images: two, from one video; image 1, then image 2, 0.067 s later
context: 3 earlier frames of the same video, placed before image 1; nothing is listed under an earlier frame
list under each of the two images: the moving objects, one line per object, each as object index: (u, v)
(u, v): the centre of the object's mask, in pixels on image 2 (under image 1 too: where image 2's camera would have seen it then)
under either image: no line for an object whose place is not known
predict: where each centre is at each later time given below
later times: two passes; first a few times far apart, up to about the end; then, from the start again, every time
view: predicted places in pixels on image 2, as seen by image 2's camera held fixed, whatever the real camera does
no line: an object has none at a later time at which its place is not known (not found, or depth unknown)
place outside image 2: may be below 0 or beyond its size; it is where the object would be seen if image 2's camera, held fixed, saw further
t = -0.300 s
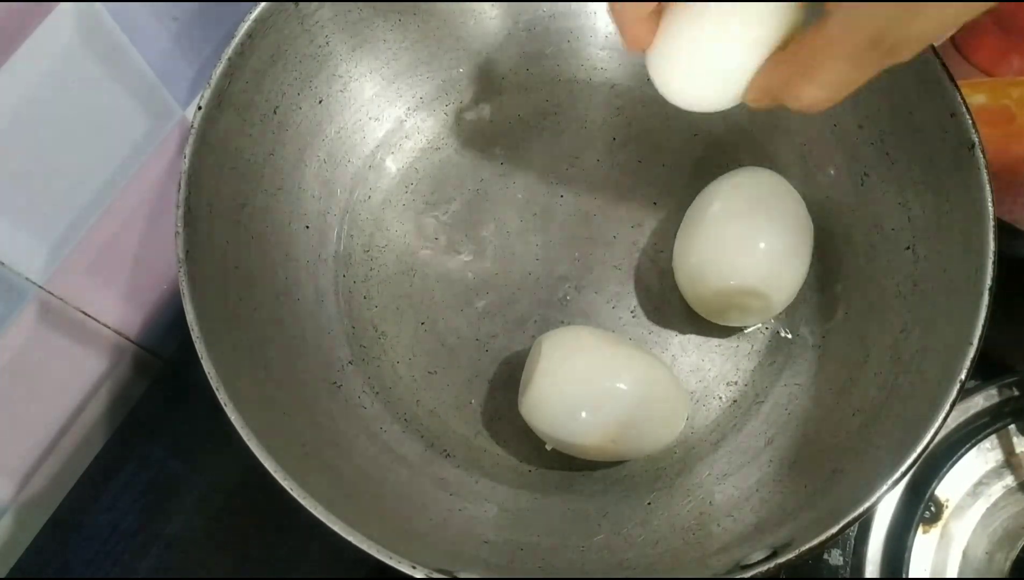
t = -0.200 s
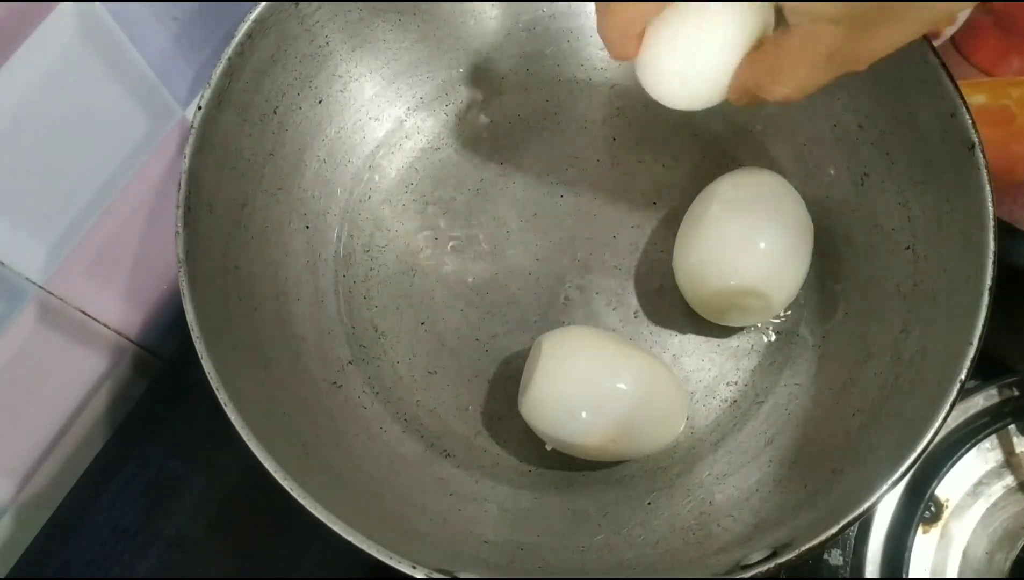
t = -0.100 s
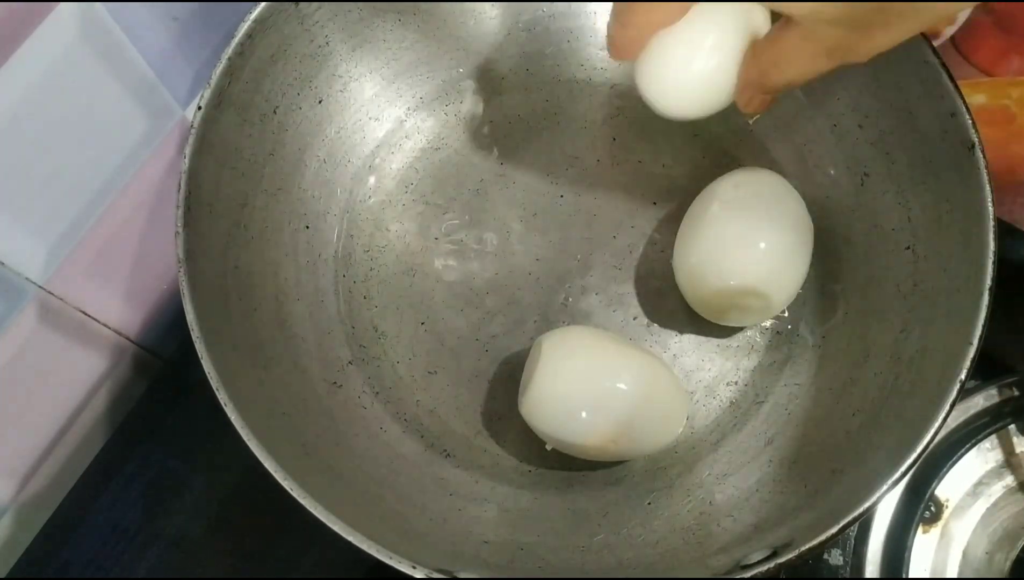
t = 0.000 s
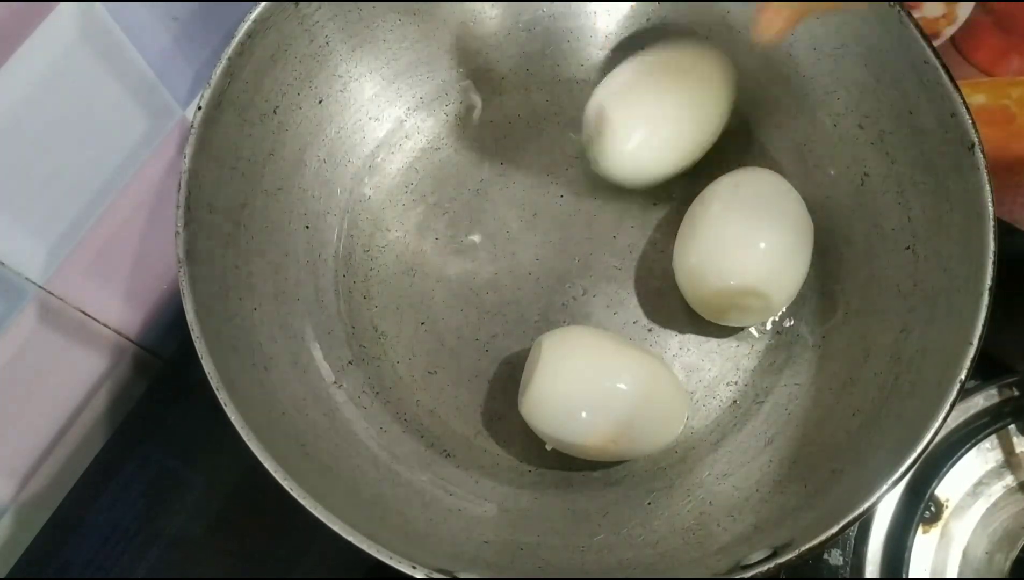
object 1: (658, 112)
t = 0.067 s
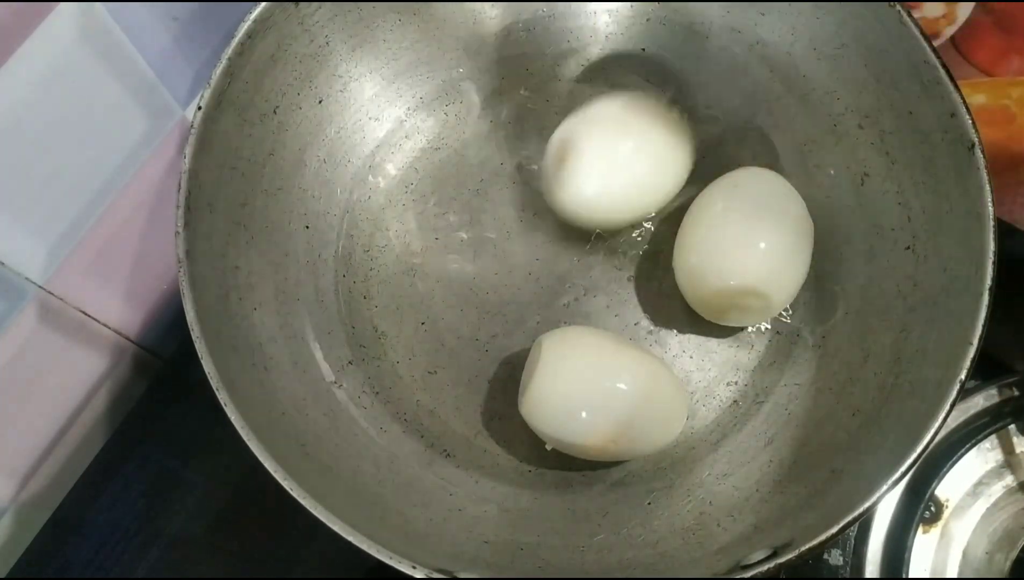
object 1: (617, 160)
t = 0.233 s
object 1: (529, 253)
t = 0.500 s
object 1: (382, 352)
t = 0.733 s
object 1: (438, 313)
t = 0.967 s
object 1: (441, 282)
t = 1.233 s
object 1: (452, 287)
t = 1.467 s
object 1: (452, 288)
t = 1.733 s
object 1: (451, 287)
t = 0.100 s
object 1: (601, 183)
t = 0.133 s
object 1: (585, 202)
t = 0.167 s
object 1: (567, 218)
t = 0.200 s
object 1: (549, 236)
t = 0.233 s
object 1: (529, 253)
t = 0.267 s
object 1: (508, 270)
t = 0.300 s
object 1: (485, 287)
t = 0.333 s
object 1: (462, 303)
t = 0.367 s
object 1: (438, 320)
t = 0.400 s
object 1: (413, 338)
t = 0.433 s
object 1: (391, 349)
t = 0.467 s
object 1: (381, 353)
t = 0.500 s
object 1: (382, 352)
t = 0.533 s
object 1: (390, 349)
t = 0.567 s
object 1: (400, 345)
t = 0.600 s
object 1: (412, 340)
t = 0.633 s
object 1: (419, 331)
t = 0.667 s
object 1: (427, 324)
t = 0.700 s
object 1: (435, 319)
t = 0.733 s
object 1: (438, 313)
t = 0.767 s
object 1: (440, 307)
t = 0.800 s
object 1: (441, 303)
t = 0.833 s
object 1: (441, 299)
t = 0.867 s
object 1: (439, 292)
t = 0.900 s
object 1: (438, 285)
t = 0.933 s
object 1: (439, 282)
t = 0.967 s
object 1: (441, 282)
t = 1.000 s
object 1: (444, 286)
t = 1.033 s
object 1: (448, 290)
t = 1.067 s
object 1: (451, 291)
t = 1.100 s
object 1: (451, 290)
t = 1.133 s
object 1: (451, 286)
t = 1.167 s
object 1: (451, 284)
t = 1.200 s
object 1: (451, 285)
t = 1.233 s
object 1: (452, 287)
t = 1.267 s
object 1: (452, 289)
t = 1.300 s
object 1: (451, 289)
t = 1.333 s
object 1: (450, 288)
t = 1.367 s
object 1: (449, 287)
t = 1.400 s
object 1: (450, 287)
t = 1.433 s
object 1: (451, 288)
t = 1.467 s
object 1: (452, 288)
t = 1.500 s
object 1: (452, 288)
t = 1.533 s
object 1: (451, 287)
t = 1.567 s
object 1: (451, 287)
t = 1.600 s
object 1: (450, 287)
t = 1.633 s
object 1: (451, 288)
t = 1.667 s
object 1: (451, 288)
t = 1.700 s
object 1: (451, 288)
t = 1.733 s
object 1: (451, 287)
